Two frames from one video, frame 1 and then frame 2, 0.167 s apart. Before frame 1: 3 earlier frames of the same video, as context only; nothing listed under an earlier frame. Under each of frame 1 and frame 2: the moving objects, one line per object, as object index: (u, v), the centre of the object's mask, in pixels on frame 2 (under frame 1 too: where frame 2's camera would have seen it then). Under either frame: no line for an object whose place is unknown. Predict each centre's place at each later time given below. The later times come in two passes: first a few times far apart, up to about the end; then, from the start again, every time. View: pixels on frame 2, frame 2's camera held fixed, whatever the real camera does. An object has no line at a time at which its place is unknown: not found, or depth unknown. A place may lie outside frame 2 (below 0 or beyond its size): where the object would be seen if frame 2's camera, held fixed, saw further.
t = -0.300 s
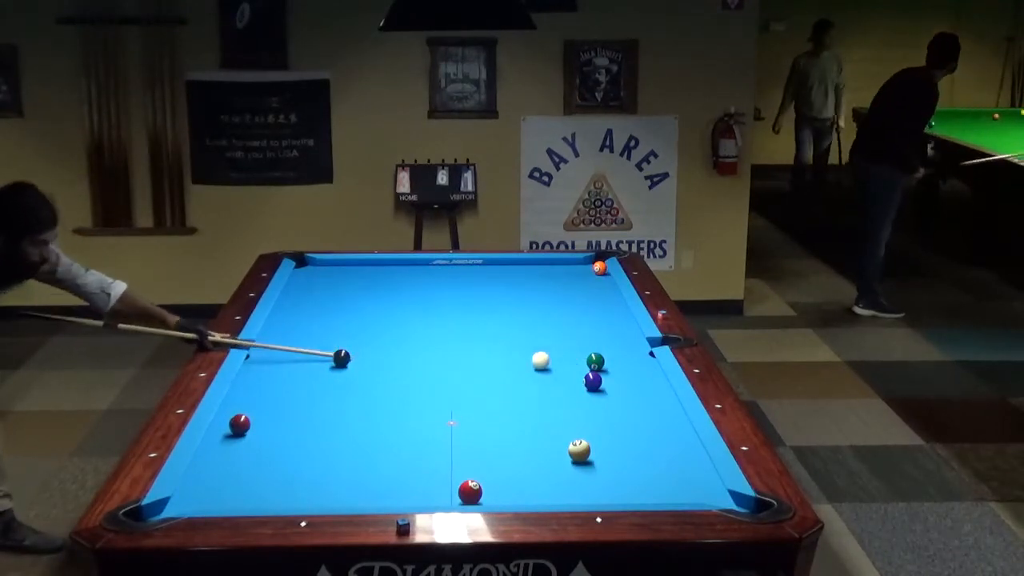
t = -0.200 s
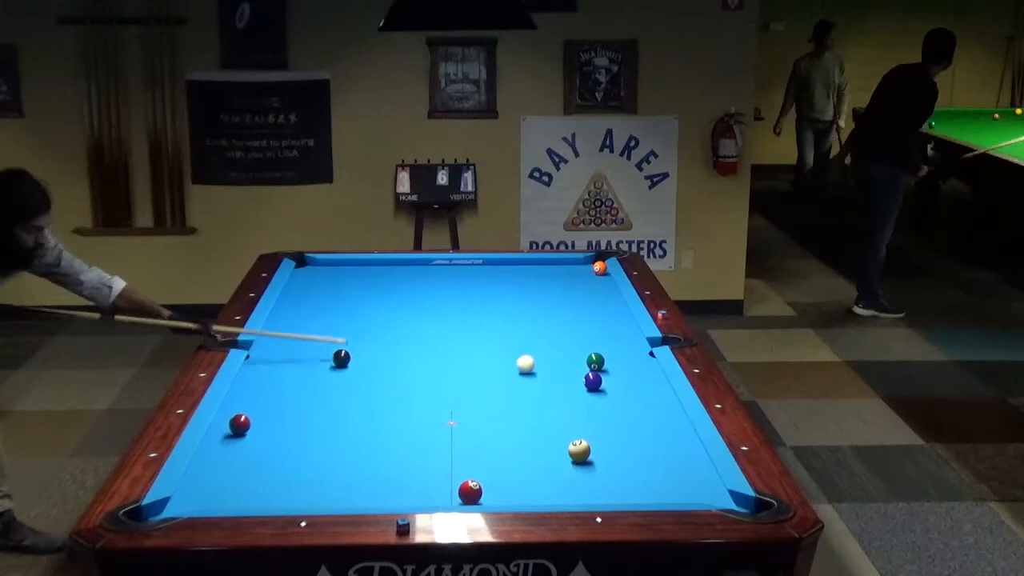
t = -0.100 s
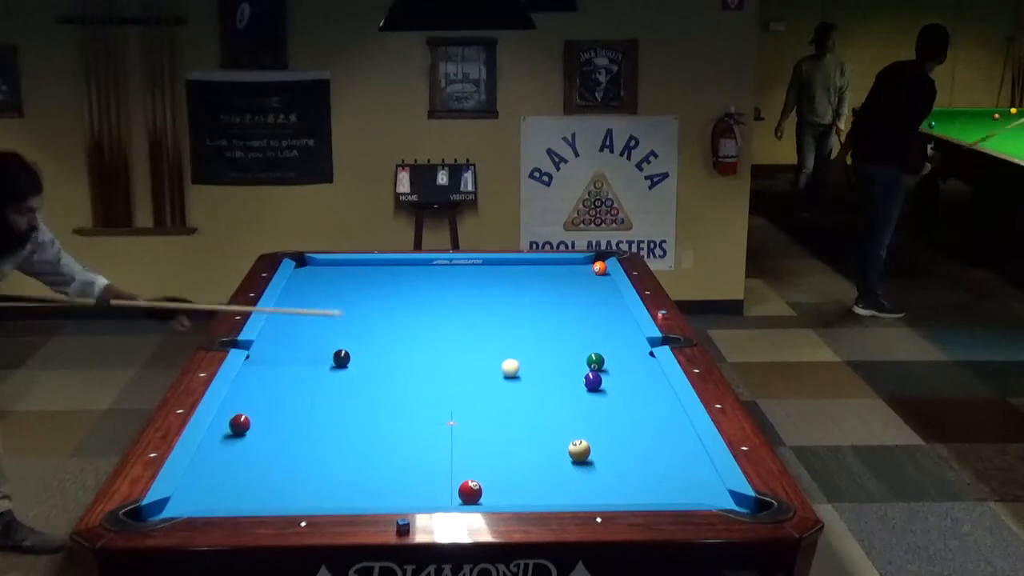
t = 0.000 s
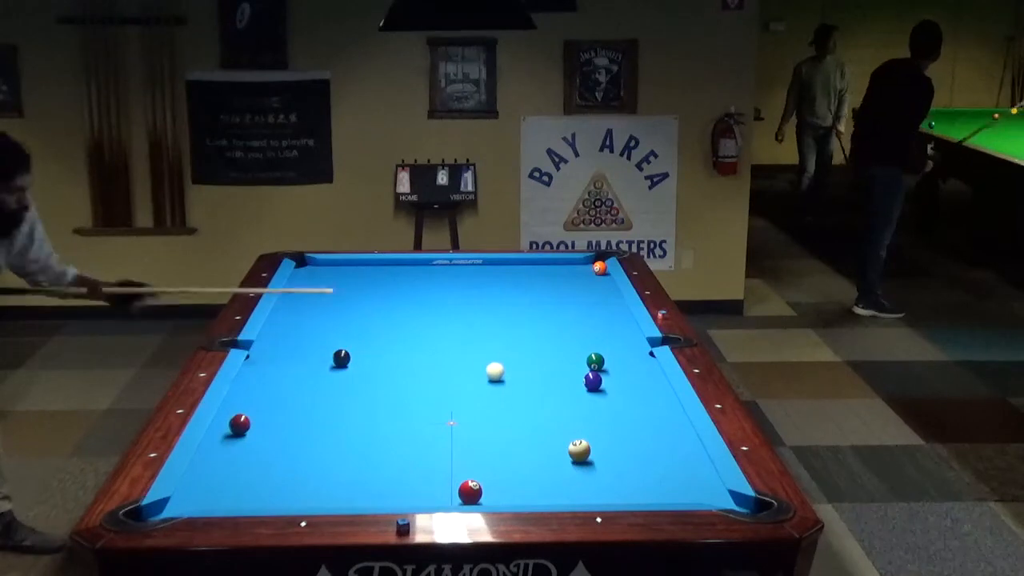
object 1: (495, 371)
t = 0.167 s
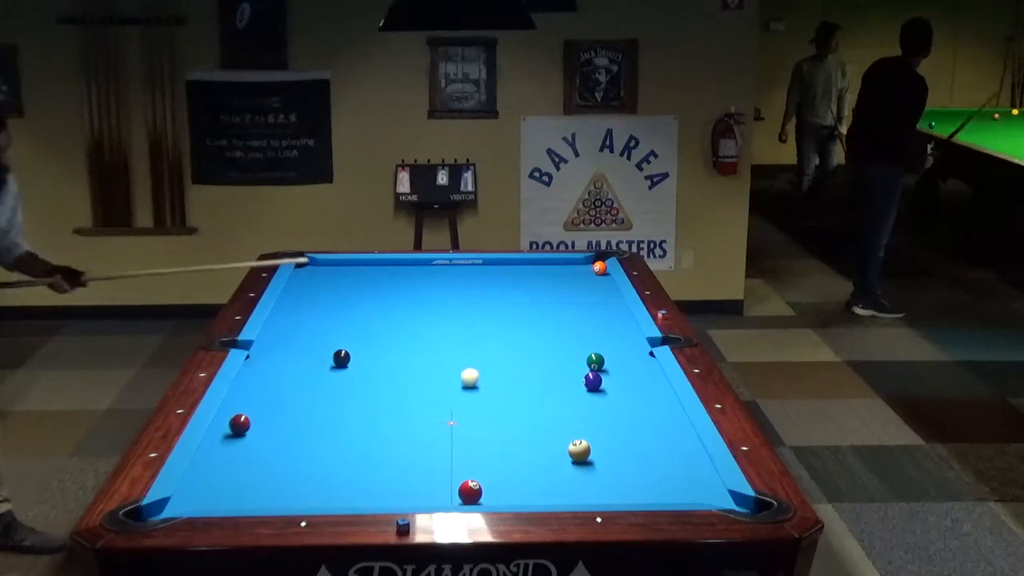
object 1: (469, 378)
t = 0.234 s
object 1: (459, 380)
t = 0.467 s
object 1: (423, 389)
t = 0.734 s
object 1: (381, 399)
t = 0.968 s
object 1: (344, 408)
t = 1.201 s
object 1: (308, 417)
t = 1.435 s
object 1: (271, 426)
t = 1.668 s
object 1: (234, 435)
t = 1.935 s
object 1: (221, 442)
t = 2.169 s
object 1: (238, 445)
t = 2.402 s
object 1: (253, 448)
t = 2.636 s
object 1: (266, 451)
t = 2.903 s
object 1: (281, 454)
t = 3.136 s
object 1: (292, 456)
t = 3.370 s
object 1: (302, 457)
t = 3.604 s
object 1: (311, 459)
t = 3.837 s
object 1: (318, 460)
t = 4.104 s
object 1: (325, 461)
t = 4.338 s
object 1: (329, 461)
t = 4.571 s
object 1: (331, 462)
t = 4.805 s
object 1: (332, 462)
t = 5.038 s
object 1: (332, 462)
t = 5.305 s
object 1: (332, 463)
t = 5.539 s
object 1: (332, 463)
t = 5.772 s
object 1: (332, 463)
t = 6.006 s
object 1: (332, 463)
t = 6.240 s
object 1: (332, 463)
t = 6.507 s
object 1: (332, 463)
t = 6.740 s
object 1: (332, 463)
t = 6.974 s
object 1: (332, 463)
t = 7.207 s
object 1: (332, 463)
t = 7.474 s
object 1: (332, 463)
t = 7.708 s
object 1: (332, 463)
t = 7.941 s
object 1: (332, 463)
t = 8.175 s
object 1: (332, 463)
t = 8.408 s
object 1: (332, 463)
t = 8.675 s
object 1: (332, 463)
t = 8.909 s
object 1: (332, 463)
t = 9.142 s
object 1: (332, 463)
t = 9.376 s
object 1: (332, 463)
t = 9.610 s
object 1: (332, 463)
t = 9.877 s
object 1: (332, 463)
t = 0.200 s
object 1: (464, 379)
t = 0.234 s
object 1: (459, 380)
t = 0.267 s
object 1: (454, 381)
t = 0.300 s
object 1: (448, 383)
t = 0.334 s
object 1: (444, 384)
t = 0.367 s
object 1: (438, 385)
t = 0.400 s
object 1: (433, 386)
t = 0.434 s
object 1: (428, 387)
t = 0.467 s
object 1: (423, 389)
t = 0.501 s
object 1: (418, 390)
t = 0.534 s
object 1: (412, 391)
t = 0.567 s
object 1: (407, 393)
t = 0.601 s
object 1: (402, 394)
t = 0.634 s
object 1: (397, 395)
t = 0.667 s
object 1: (391, 396)
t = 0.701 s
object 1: (386, 398)
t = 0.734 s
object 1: (381, 399)
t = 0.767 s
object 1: (376, 400)
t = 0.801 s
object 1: (370, 402)
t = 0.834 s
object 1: (365, 403)
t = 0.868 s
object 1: (360, 404)
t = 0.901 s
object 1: (355, 405)
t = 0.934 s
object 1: (349, 407)
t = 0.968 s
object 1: (344, 408)
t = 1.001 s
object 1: (339, 409)
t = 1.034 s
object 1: (334, 410)
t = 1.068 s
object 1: (328, 412)
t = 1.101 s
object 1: (323, 413)
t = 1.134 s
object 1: (318, 414)
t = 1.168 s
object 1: (313, 415)
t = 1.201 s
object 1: (308, 417)
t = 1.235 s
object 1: (302, 418)
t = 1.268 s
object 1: (297, 419)
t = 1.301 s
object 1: (292, 421)
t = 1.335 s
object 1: (286, 422)
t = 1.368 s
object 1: (281, 423)
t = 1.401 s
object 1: (276, 424)
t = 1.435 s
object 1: (271, 426)
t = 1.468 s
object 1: (265, 427)
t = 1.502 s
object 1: (260, 429)
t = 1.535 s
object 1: (255, 430)
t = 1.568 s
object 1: (249, 431)
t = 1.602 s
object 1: (244, 432)
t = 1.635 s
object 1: (239, 434)
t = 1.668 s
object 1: (234, 435)
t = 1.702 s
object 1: (229, 437)
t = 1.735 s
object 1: (224, 437)
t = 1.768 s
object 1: (219, 439)
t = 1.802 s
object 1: (213, 440)
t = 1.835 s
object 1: (215, 441)
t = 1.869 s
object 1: (217, 441)
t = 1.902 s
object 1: (219, 442)
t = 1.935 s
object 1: (221, 442)
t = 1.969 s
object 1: (224, 443)
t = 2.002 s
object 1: (226, 443)
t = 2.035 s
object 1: (229, 444)
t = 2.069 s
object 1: (231, 444)
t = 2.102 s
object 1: (233, 444)
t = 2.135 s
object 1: (235, 445)
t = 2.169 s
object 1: (238, 445)
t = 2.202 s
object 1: (240, 446)
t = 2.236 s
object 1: (242, 446)
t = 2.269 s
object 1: (244, 446)
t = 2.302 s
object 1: (247, 447)
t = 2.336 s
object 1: (249, 447)
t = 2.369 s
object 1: (250, 448)
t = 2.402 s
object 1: (253, 448)
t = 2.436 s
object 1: (255, 449)
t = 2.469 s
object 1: (257, 449)
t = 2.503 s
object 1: (259, 450)
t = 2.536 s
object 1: (261, 450)
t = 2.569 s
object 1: (263, 450)
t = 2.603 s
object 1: (265, 451)
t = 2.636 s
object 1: (266, 451)
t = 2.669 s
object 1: (268, 451)
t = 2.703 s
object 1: (270, 452)
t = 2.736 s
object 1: (272, 452)
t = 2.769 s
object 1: (274, 452)
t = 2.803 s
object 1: (276, 453)
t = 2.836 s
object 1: (278, 453)
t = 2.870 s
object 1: (279, 453)
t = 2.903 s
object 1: (281, 454)
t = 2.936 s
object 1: (283, 454)
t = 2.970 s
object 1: (284, 454)
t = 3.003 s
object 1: (286, 455)
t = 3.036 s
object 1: (287, 455)
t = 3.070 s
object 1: (289, 455)
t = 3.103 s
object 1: (291, 455)
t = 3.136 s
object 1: (292, 456)
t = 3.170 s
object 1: (294, 456)
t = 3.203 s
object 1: (295, 456)
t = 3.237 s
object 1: (297, 456)
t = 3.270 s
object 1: (298, 457)
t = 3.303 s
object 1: (299, 457)
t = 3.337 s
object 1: (301, 457)
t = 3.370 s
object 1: (302, 457)
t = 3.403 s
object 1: (303, 458)
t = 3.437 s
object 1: (305, 458)
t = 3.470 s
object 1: (306, 458)
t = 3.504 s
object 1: (307, 458)
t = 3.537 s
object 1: (308, 458)
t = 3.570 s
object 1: (309, 459)
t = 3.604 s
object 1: (311, 459)
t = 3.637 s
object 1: (312, 459)
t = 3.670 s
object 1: (313, 459)
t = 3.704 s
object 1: (314, 459)
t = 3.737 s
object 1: (315, 460)
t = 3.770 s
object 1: (316, 460)
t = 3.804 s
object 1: (317, 460)
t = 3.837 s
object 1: (318, 460)
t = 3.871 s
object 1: (319, 460)
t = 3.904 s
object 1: (320, 460)
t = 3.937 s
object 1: (321, 460)
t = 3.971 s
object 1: (321, 461)
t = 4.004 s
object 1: (323, 461)
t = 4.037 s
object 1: (323, 461)
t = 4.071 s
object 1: (324, 461)
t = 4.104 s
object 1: (325, 461)
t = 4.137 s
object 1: (325, 461)
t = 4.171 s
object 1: (326, 461)
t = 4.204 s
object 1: (327, 461)
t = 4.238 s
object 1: (327, 461)
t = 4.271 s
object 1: (328, 461)
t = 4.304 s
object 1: (328, 461)
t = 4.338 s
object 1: (329, 461)
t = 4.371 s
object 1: (329, 462)
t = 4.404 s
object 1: (330, 462)
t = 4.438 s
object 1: (330, 462)
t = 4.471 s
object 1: (330, 462)
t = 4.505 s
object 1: (331, 462)
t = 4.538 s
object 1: (331, 462)
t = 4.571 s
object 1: (331, 462)
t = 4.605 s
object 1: (332, 462)
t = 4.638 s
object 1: (332, 462)
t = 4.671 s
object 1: (332, 462)
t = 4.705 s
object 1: (332, 462)
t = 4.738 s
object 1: (332, 462)
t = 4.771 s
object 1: (332, 462)
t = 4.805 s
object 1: (332, 462)
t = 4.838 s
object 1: (332, 462)
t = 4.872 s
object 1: (333, 462)
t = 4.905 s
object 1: (333, 462)
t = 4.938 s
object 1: (333, 462)
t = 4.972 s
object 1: (333, 462)
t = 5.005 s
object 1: (333, 462)
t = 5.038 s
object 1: (332, 462)
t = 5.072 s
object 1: (332, 462)
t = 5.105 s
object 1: (332, 462)
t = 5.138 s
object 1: (333, 462)
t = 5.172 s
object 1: (332, 463)
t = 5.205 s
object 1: (332, 463)
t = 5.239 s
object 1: (332, 463)
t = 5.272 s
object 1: (332, 463)
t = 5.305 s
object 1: (332, 463)
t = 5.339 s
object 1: (332, 463)
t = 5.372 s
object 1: (332, 463)
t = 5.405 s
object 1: (332, 463)
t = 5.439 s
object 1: (332, 463)
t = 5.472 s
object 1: (332, 463)
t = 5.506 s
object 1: (332, 463)
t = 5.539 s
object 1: (332, 463)
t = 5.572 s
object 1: (332, 463)
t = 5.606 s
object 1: (332, 463)
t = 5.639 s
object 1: (332, 463)
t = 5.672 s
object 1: (332, 463)
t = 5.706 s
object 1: (332, 463)
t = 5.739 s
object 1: (332, 463)
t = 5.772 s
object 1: (332, 463)
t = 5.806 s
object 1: (332, 463)
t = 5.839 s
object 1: (332, 463)
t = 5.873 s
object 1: (332, 463)
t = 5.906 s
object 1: (332, 463)
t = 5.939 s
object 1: (332, 463)
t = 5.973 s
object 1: (332, 463)
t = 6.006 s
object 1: (332, 463)
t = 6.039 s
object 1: (332, 463)
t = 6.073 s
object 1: (332, 463)
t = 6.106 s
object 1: (332, 463)
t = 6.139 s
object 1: (332, 463)
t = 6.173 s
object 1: (332, 463)
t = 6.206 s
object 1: (332, 463)
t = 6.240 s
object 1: (332, 463)
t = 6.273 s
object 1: (332, 463)
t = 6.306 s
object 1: (332, 463)
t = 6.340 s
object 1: (332, 463)
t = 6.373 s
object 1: (332, 463)
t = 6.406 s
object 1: (332, 463)
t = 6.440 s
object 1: (332, 463)
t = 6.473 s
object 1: (332, 463)
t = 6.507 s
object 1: (332, 463)
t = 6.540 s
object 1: (332, 463)
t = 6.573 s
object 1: (332, 463)
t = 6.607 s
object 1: (332, 463)
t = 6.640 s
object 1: (332, 463)
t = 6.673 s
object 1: (332, 463)
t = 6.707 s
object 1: (332, 463)
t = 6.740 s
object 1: (332, 463)
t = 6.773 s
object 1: (332, 463)
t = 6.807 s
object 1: (332, 463)
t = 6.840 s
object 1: (332, 463)
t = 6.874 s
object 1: (332, 463)
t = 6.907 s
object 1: (332, 463)
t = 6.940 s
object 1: (332, 463)
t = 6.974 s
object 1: (332, 463)
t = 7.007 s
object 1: (332, 463)
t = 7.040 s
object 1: (332, 463)
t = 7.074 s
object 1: (332, 463)
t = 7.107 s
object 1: (332, 463)
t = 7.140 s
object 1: (332, 463)
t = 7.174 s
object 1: (332, 463)
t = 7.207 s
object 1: (332, 463)
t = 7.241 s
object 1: (332, 463)
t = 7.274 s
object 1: (332, 463)
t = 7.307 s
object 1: (332, 463)
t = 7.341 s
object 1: (332, 463)
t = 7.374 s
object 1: (332, 463)
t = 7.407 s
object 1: (332, 463)
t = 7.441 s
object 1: (332, 463)
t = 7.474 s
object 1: (332, 463)
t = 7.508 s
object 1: (332, 463)
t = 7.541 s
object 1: (332, 463)
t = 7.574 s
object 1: (332, 463)
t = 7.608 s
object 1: (332, 463)
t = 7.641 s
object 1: (332, 463)
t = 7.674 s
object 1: (332, 463)
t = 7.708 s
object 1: (332, 463)
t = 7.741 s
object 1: (332, 463)
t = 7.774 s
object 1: (332, 463)
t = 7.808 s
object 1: (332, 463)
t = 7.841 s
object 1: (332, 463)
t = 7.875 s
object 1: (332, 463)
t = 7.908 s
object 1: (332, 463)
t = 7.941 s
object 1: (332, 463)
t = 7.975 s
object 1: (332, 463)
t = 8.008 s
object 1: (332, 463)
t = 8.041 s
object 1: (332, 463)
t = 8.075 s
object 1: (332, 463)
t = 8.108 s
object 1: (332, 463)
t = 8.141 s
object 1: (332, 463)
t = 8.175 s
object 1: (332, 463)
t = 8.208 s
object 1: (332, 463)
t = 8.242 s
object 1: (332, 463)
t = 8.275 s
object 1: (332, 463)
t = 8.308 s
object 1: (332, 463)
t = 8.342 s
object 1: (332, 463)
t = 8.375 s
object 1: (332, 463)
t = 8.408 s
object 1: (332, 463)
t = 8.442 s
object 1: (332, 463)
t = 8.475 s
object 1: (332, 463)
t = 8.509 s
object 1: (332, 463)
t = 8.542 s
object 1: (332, 463)
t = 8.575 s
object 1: (332, 463)
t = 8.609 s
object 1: (332, 463)
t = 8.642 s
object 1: (332, 463)
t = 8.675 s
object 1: (332, 463)
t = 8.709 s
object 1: (332, 463)
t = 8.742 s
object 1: (332, 463)
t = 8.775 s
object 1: (332, 463)
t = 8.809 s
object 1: (332, 463)
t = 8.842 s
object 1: (332, 463)
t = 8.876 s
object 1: (332, 463)
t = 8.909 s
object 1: (332, 463)
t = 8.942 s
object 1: (332, 463)
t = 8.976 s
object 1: (332, 463)
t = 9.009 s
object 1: (332, 463)
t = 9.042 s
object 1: (332, 463)
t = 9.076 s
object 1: (332, 463)
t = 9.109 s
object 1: (332, 463)
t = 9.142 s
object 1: (332, 463)
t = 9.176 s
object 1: (332, 463)
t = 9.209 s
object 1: (332, 463)
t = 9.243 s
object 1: (332, 463)
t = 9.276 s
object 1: (332, 463)
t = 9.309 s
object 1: (332, 463)
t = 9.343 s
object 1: (332, 463)
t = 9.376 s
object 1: (332, 463)
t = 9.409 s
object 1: (332, 463)
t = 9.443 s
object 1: (332, 463)
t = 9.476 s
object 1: (332, 463)
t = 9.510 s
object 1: (332, 463)
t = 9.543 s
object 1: (332, 463)
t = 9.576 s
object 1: (332, 463)
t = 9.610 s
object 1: (332, 463)
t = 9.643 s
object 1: (332, 463)
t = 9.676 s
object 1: (332, 463)
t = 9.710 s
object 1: (332, 463)
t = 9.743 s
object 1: (332, 463)
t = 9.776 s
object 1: (332, 463)
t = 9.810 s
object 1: (332, 463)
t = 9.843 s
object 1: (332, 463)
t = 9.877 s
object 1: (332, 463)
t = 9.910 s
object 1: (332, 463)
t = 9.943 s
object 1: (332, 463)
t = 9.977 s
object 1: (332, 463)
